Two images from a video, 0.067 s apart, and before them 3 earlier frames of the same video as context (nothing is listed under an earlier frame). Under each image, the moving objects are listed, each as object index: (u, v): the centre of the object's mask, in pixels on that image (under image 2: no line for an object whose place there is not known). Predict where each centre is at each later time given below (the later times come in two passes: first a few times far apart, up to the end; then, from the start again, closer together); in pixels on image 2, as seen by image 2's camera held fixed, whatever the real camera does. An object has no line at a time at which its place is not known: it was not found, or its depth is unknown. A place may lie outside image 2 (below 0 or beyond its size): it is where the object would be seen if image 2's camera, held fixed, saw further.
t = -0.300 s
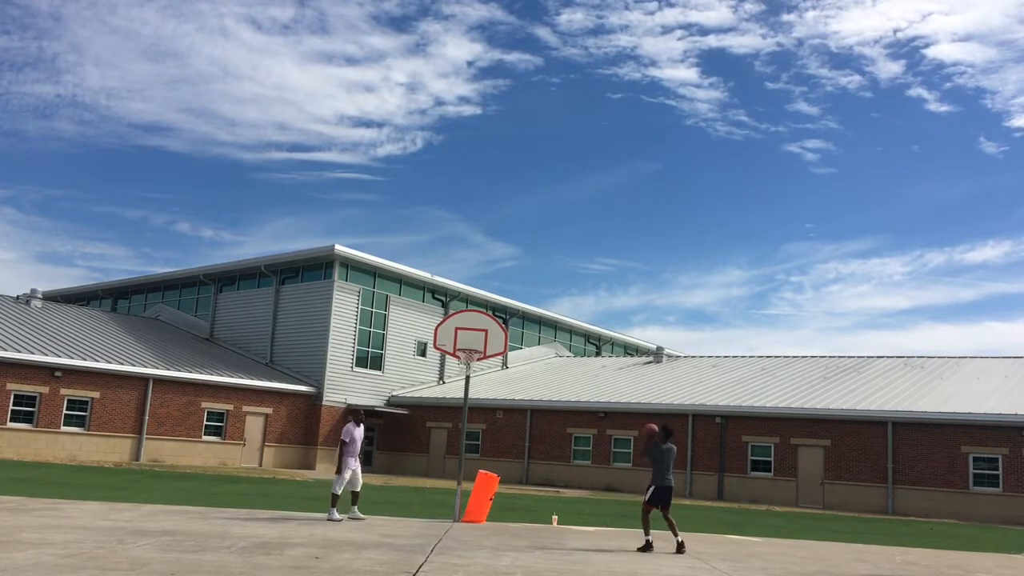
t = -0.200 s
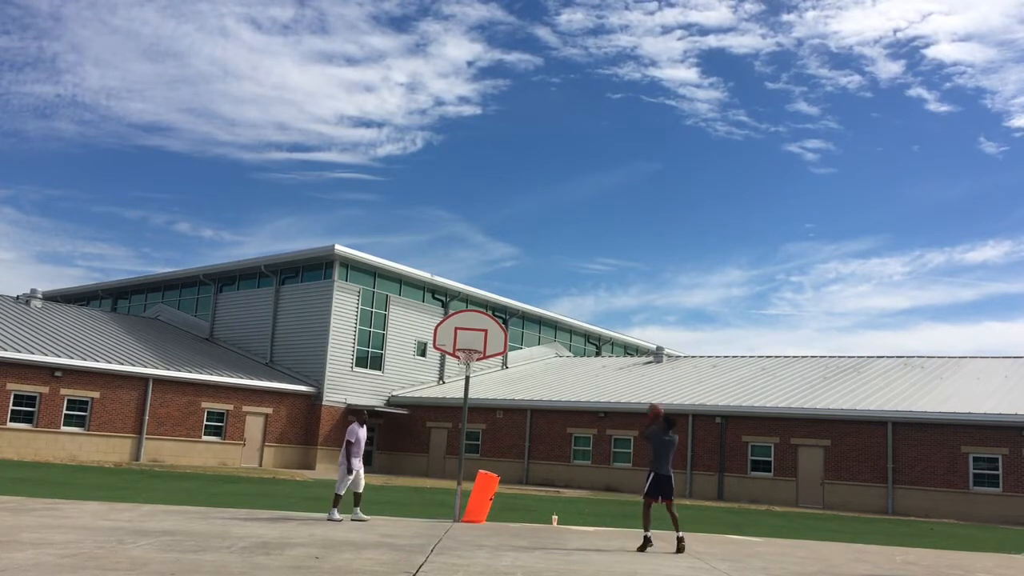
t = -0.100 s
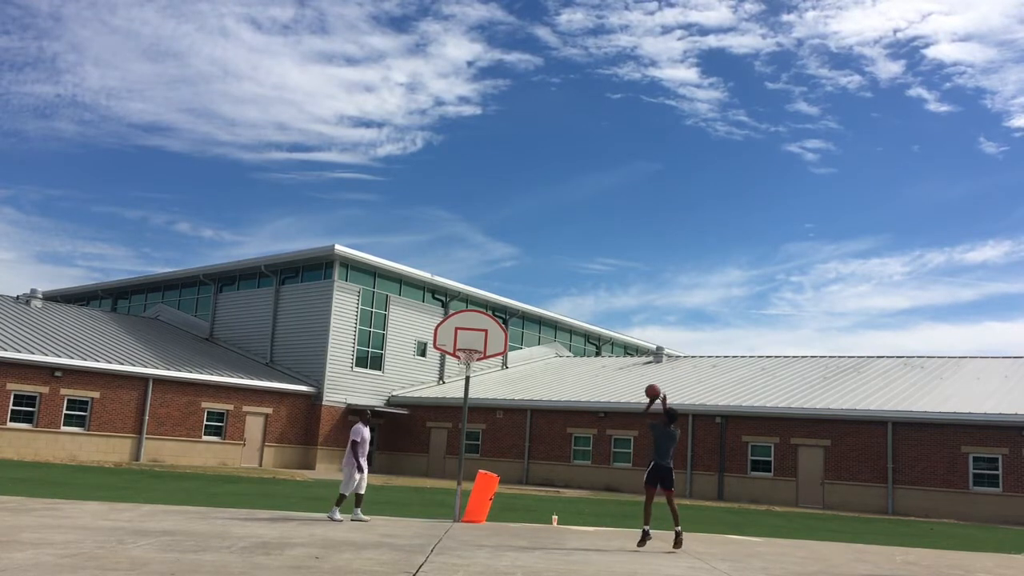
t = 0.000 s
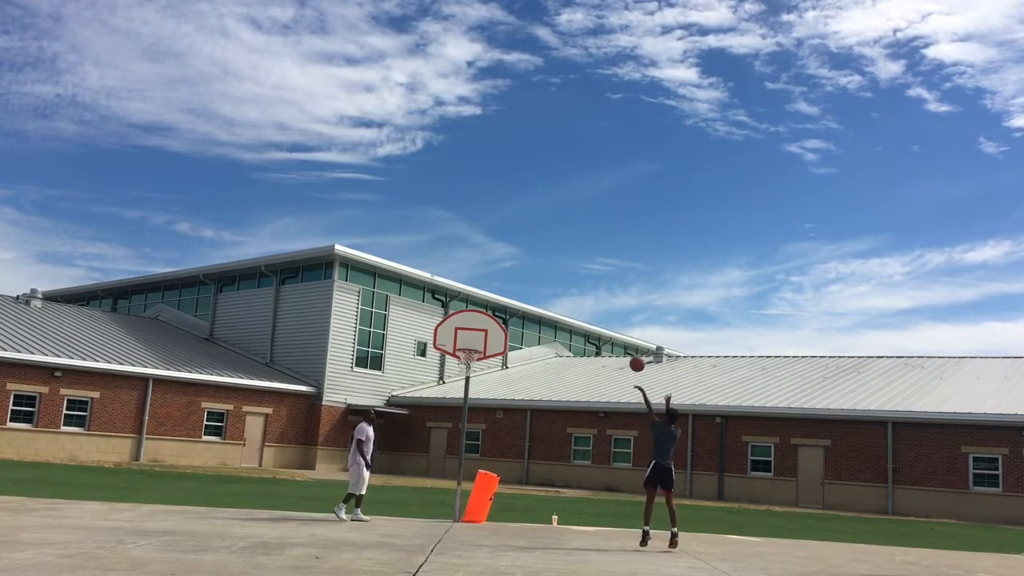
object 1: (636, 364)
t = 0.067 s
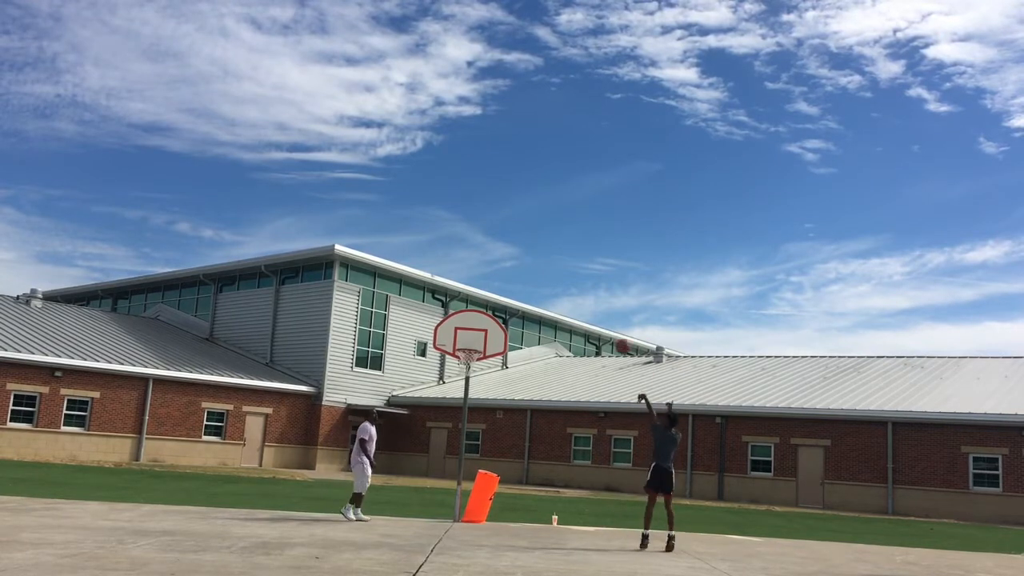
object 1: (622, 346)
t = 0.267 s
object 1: (582, 313)
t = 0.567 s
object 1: (527, 308)
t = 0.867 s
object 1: (472, 346)
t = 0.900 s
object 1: (464, 348)
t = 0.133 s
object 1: (609, 332)
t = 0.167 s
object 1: (602, 326)
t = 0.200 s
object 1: (595, 321)
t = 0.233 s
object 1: (588, 316)
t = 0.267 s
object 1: (582, 313)
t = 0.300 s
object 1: (575, 310)
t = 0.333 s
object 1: (569, 308)
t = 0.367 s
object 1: (562, 306)
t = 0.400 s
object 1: (556, 305)
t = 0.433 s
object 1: (549, 304)
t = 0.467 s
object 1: (543, 305)
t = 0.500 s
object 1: (537, 305)
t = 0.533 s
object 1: (530, 307)
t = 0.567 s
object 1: (527, 308)
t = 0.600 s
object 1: (521, 310)
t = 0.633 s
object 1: (515, 313)
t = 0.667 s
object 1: (509, 316)
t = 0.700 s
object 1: (504, 321)
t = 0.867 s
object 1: (472, 346)
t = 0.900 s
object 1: (464, 348)
